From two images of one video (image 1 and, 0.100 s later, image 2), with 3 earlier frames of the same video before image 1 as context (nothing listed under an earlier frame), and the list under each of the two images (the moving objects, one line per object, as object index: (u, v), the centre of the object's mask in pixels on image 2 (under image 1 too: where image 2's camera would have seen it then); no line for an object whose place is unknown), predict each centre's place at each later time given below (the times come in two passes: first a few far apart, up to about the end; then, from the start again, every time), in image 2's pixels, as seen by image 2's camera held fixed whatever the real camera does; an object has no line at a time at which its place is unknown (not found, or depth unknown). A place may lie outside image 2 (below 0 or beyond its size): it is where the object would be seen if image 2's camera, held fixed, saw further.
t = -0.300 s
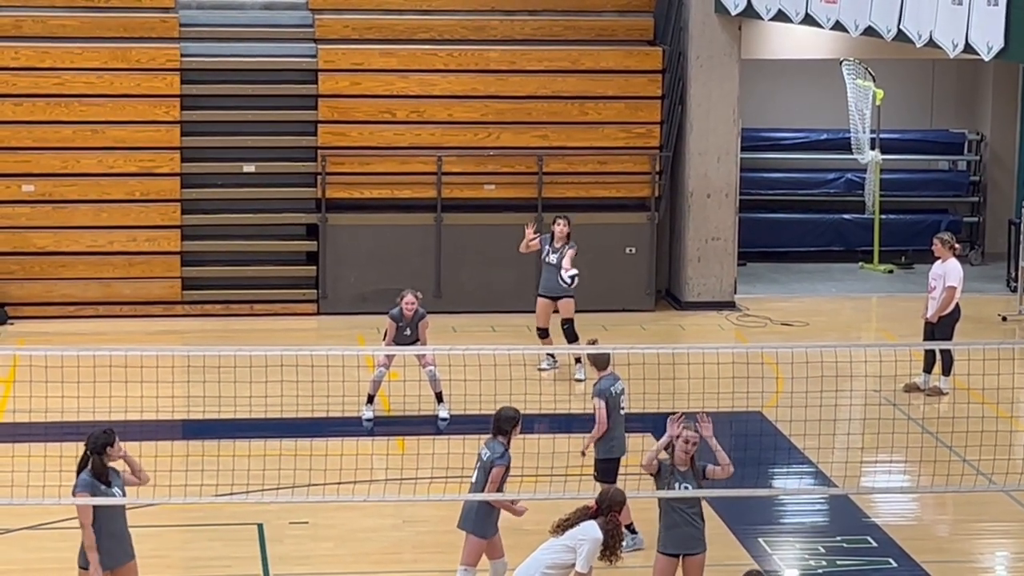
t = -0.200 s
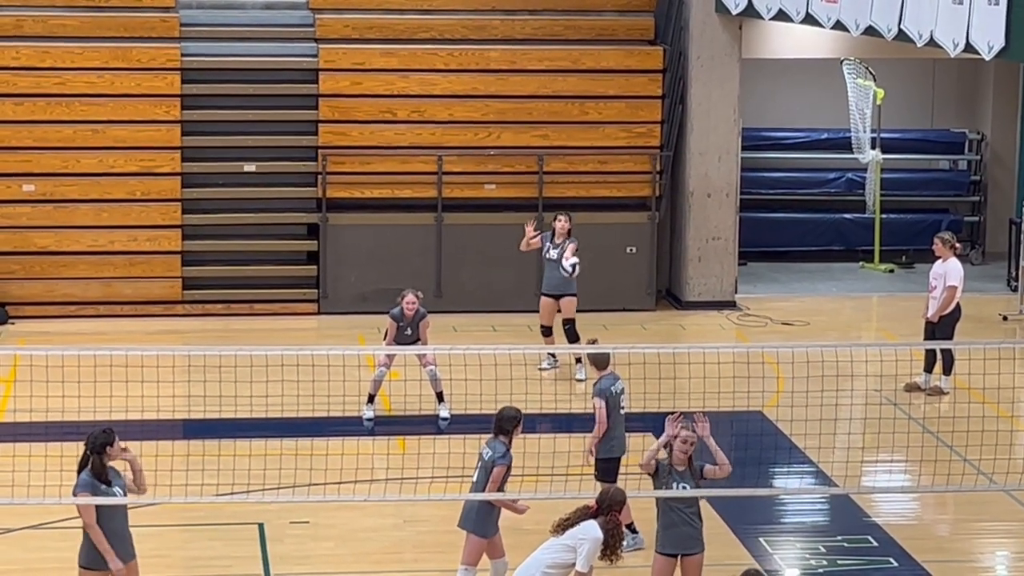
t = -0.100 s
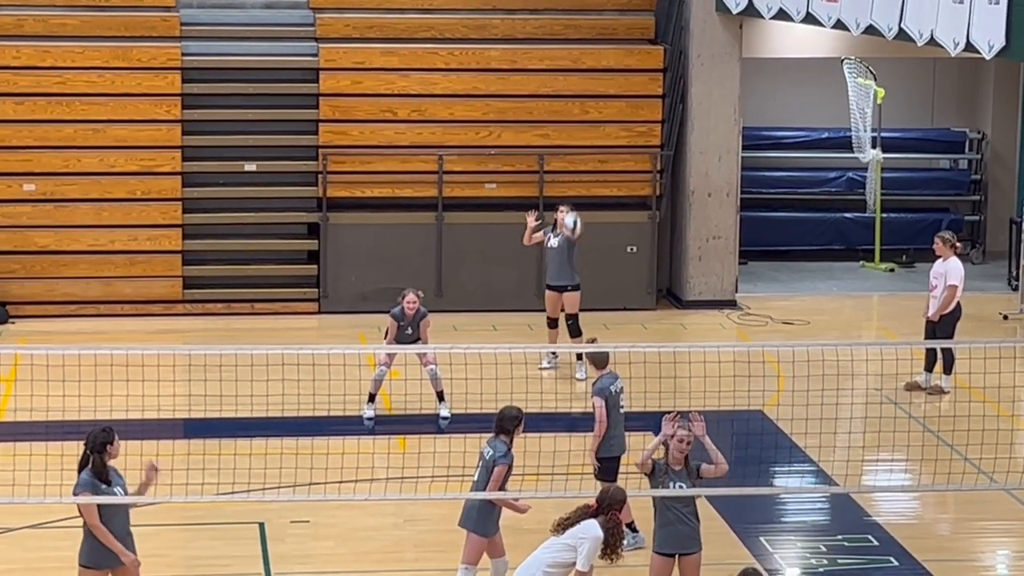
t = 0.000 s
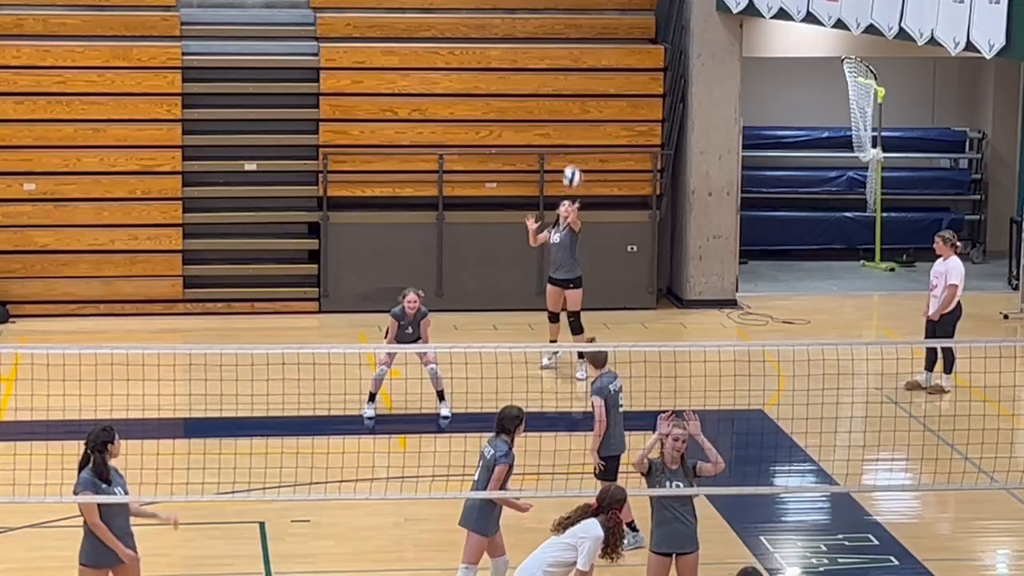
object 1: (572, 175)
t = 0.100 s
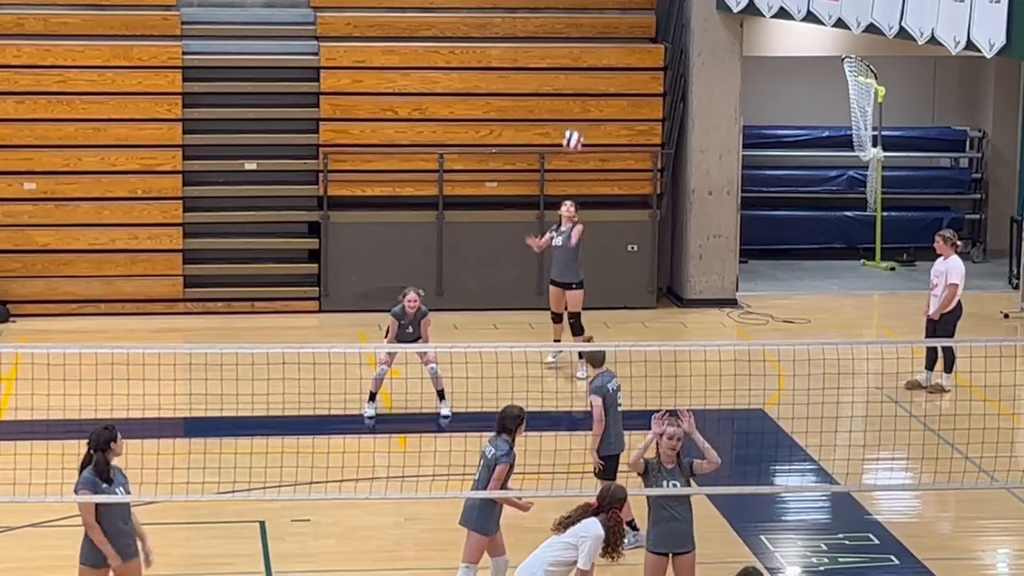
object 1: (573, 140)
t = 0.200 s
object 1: (572, 114)
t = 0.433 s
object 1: (571, 91)
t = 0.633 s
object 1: (569, 113)
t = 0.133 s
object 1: (573, 130)
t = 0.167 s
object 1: (572, 121)
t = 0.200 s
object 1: (572, 114)
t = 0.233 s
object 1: (572, 107)
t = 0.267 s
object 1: (572, 102)
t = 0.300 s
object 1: (572, 98)
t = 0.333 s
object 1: (572, 94)
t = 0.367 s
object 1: (572, 92)
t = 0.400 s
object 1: (571, 91)
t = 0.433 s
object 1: (571, 91)
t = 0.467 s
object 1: (571, 92)
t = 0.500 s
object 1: (570, 94)
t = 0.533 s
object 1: (570, 97)
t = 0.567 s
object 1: (570, 101)
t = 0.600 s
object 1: (569, 107)
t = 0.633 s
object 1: (569, 113)
